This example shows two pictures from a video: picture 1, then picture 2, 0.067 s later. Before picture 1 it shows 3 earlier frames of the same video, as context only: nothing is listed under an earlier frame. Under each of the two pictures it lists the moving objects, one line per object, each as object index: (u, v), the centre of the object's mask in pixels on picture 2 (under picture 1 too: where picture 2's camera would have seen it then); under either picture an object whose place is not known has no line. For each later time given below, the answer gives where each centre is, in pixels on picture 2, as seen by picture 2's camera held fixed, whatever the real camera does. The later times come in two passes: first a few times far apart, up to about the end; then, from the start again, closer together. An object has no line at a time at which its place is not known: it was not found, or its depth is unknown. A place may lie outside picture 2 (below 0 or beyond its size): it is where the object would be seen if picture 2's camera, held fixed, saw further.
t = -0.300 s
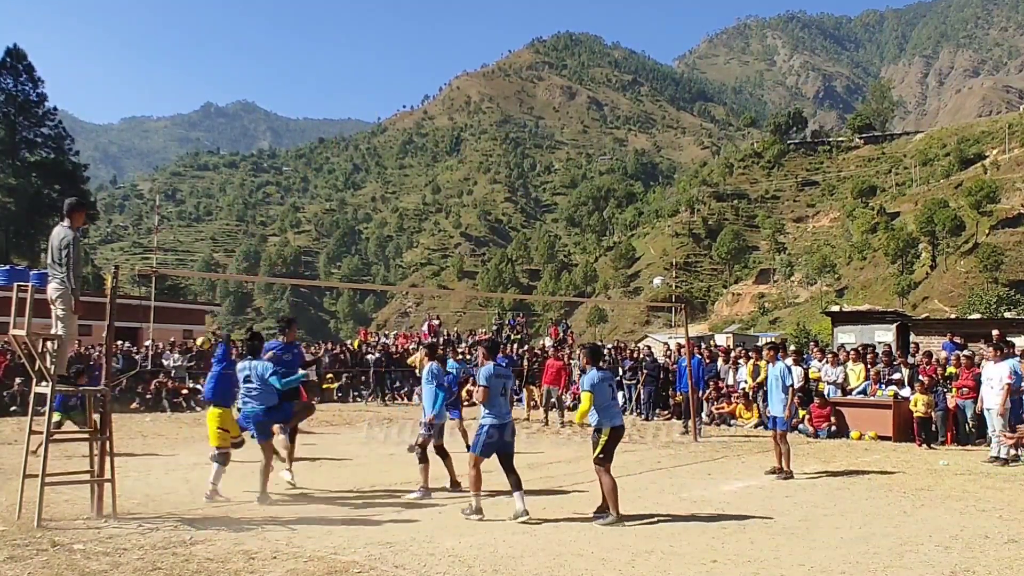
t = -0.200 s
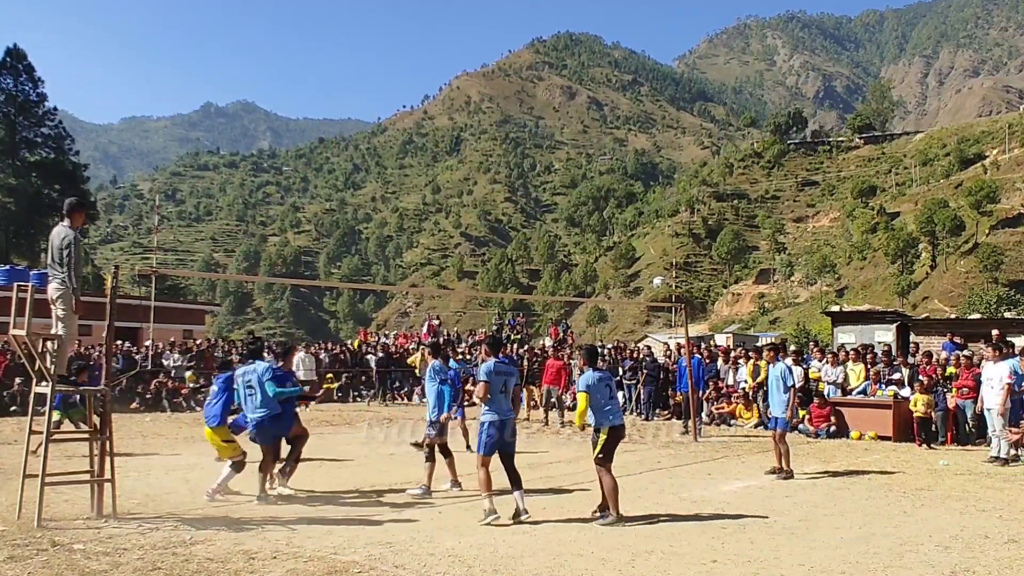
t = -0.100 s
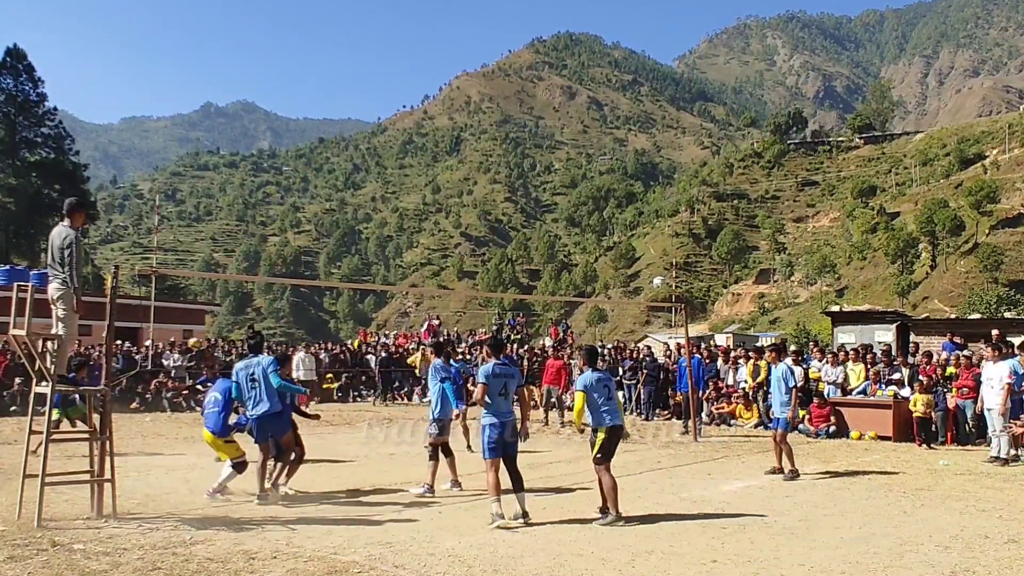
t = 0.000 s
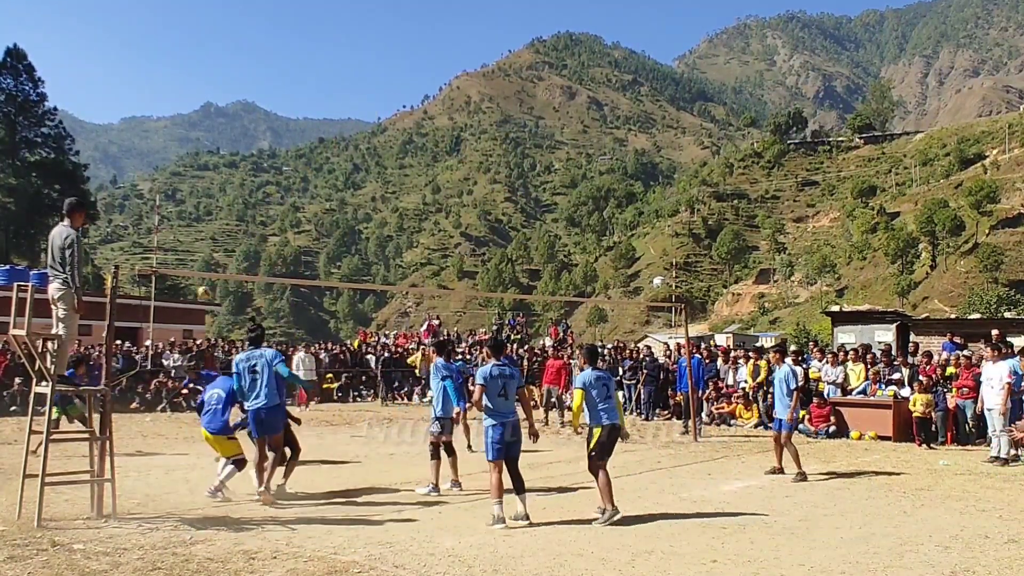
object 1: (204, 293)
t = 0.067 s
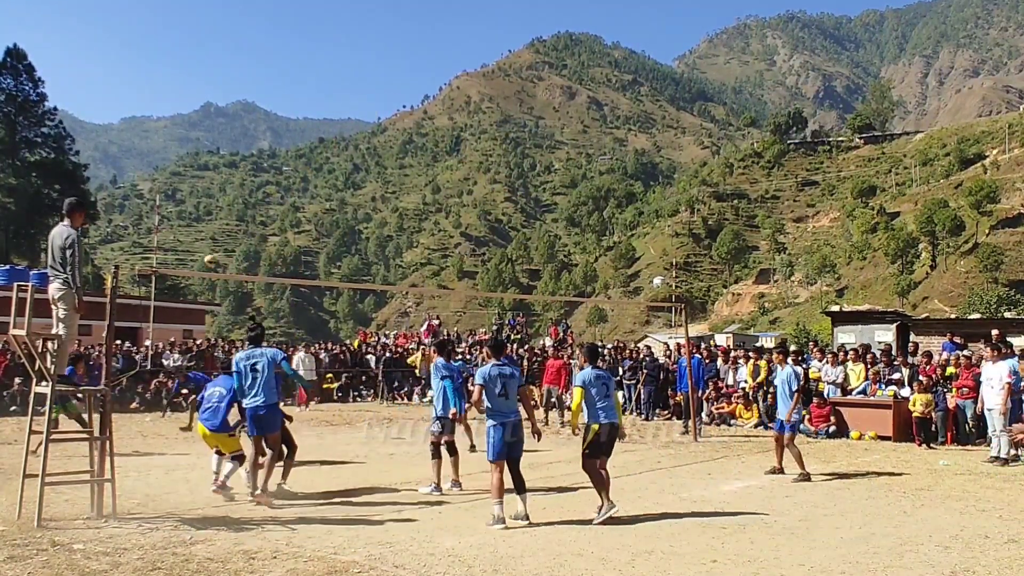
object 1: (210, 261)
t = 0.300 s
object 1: (233, 167)
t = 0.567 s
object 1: (258, 96)
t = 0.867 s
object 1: (284, 61)
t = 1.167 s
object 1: (308, 79)
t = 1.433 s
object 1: (327, 144)
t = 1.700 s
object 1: (342, 262)
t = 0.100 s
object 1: (214, 246)
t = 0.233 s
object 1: (226, 192)
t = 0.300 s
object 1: (233, 167)
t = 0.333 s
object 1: (236, 157)
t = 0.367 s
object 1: (239, 147)
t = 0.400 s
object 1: (242, 136)
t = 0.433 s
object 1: (245, 127)
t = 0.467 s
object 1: (249, 118)
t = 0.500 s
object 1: (252, 110)
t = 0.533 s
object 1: (255, 103)
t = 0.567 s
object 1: (258, 96)
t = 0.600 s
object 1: (261, 90)
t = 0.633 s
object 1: (264, 84)
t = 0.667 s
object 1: (267, 79)
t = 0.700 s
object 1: (270, 74)
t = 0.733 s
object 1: (273, 71)
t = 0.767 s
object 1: (275, 67)
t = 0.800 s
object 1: (279, 65)
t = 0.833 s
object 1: (281, 63)
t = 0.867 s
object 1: (284, 61)
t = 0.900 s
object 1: (287, 60)
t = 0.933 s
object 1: (289, 60)
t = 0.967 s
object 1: (292, 61)
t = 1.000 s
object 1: (295, 62)
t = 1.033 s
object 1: (297, 64)
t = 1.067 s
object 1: (300, 67)
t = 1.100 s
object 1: (302, 70)
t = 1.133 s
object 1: (305, 74)
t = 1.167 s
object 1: (308, 79)
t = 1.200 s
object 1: (310, 84)
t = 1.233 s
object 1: (312, 90)
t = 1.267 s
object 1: (315, 97)
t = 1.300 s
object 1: (318, 105)
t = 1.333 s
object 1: (320, 113)
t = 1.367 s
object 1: (322, 122)
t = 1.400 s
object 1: (324, 133)
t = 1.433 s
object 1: (327, 144)
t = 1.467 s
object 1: (328, 155)
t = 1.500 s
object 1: (330, 168)
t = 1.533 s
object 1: (332, 181)
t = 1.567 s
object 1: (334, 196)
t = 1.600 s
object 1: (335, 210)
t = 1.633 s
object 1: (338, 226)
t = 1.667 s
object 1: (339, 243)
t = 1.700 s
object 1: (342, 262)
